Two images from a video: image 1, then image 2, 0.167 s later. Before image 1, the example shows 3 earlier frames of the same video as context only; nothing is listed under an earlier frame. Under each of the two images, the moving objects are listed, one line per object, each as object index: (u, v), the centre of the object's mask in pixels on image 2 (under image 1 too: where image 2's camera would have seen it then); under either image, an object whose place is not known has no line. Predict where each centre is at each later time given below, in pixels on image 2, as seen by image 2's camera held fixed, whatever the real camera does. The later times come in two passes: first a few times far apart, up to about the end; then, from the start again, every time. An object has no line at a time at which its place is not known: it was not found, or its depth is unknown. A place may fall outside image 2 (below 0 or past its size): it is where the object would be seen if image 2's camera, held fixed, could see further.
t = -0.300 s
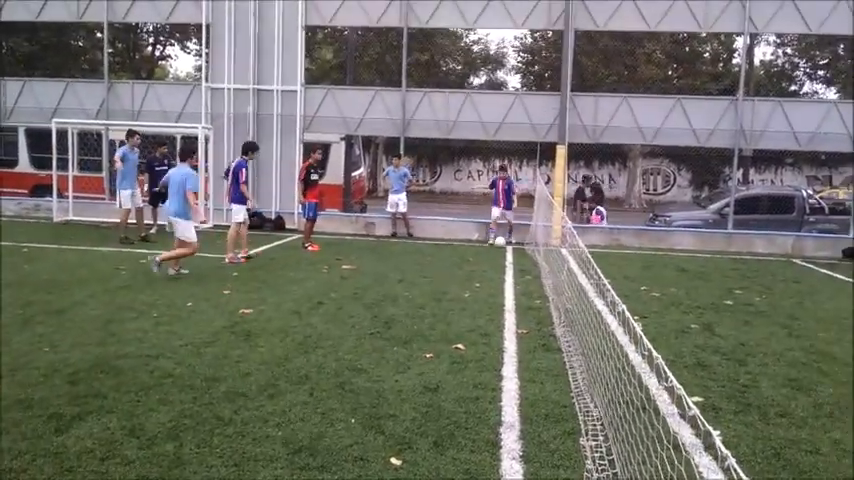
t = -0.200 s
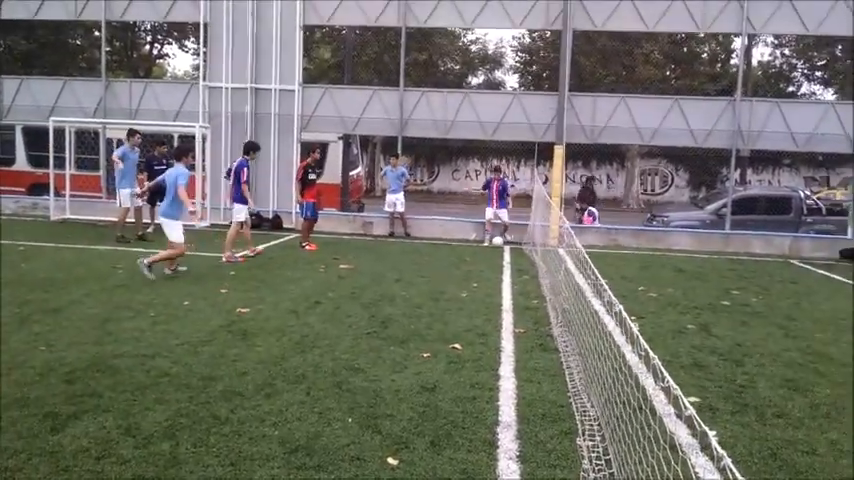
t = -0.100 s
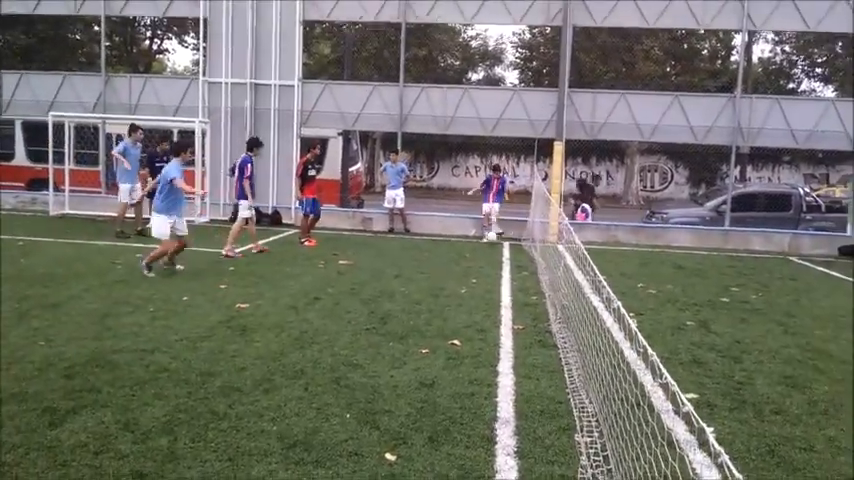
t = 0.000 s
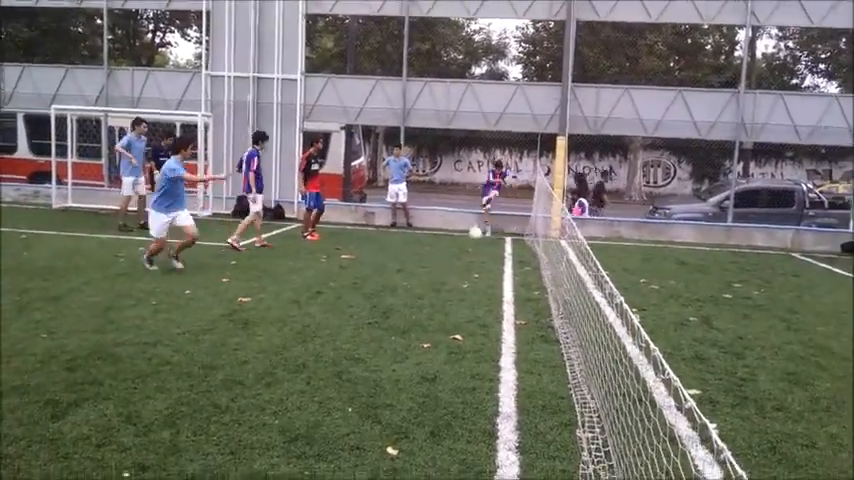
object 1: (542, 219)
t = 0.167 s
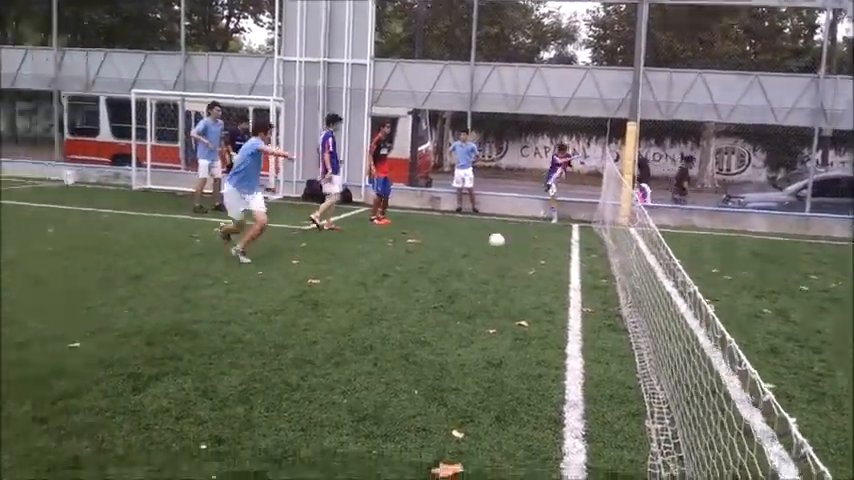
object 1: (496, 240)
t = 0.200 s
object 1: (484, 248)
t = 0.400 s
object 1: (401, 270)
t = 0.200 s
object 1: (484, 248)
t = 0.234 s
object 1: (474, 252)
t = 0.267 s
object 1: (461, 253)
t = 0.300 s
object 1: (448, 255)
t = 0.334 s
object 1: (434, 258)
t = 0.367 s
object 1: (419, 263)
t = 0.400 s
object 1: (401, 270)
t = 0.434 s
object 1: (382, 280)
